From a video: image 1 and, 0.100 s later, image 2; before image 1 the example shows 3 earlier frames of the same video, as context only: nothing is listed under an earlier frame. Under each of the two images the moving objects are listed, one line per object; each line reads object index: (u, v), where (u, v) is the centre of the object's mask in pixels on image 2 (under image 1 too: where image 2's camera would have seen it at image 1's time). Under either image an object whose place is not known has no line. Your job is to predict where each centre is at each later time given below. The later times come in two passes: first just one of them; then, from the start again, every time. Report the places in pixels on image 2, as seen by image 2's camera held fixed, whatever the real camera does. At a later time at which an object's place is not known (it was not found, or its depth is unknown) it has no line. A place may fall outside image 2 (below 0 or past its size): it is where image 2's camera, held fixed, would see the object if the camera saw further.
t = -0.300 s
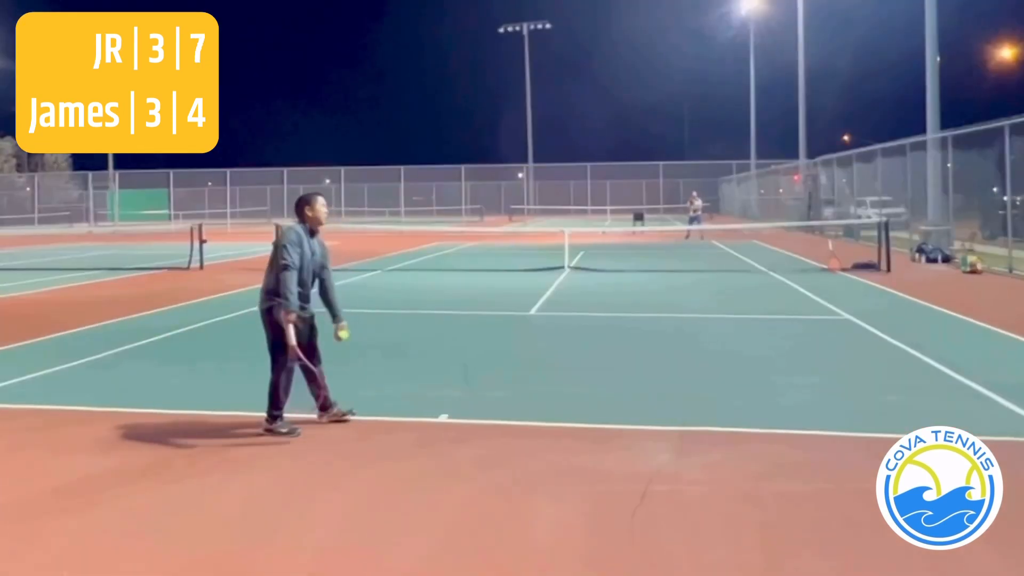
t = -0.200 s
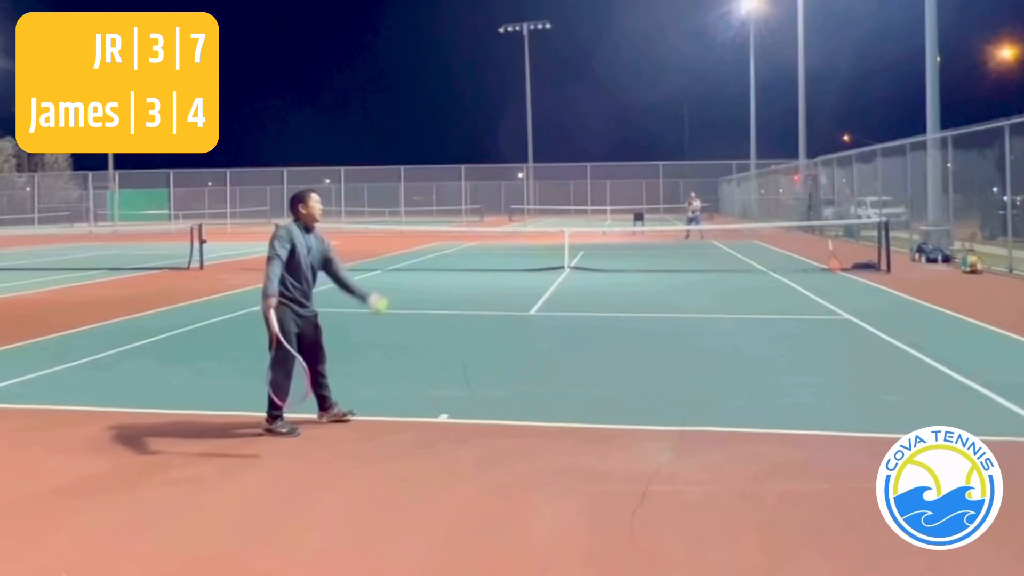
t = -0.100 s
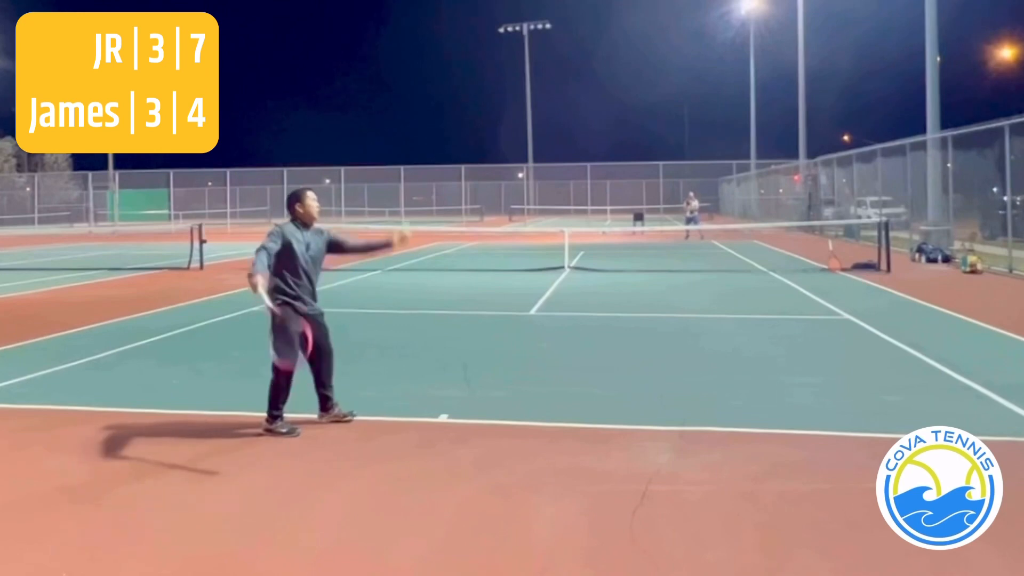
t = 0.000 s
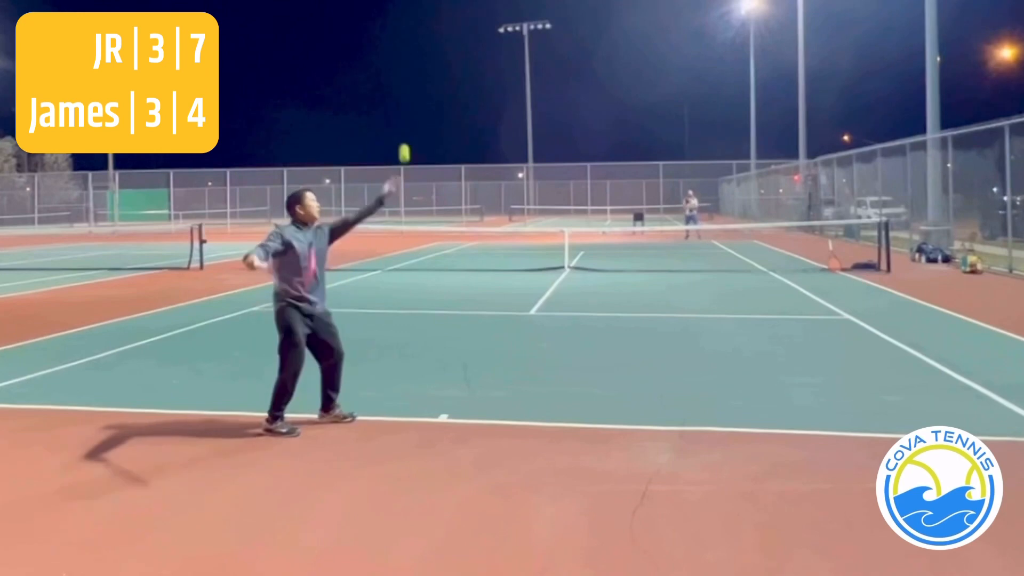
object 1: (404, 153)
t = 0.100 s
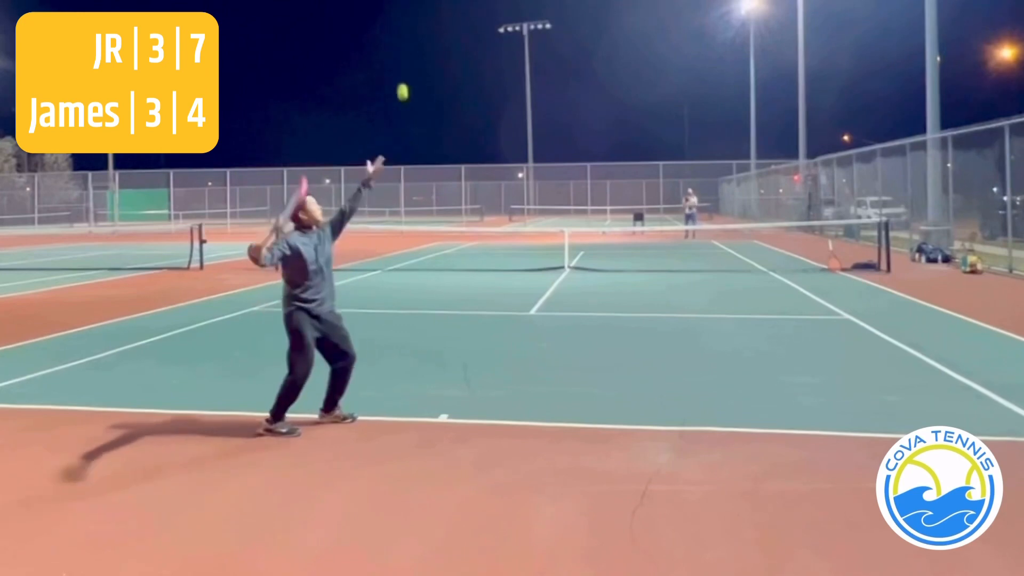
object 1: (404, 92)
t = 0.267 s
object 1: (401, 23)
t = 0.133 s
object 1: (403, 75)
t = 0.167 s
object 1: (403, 60)
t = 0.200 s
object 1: (402, 46)
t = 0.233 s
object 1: (402, 34)
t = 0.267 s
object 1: (401, 23)
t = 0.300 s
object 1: (401, 15)
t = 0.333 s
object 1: (401, 7)
